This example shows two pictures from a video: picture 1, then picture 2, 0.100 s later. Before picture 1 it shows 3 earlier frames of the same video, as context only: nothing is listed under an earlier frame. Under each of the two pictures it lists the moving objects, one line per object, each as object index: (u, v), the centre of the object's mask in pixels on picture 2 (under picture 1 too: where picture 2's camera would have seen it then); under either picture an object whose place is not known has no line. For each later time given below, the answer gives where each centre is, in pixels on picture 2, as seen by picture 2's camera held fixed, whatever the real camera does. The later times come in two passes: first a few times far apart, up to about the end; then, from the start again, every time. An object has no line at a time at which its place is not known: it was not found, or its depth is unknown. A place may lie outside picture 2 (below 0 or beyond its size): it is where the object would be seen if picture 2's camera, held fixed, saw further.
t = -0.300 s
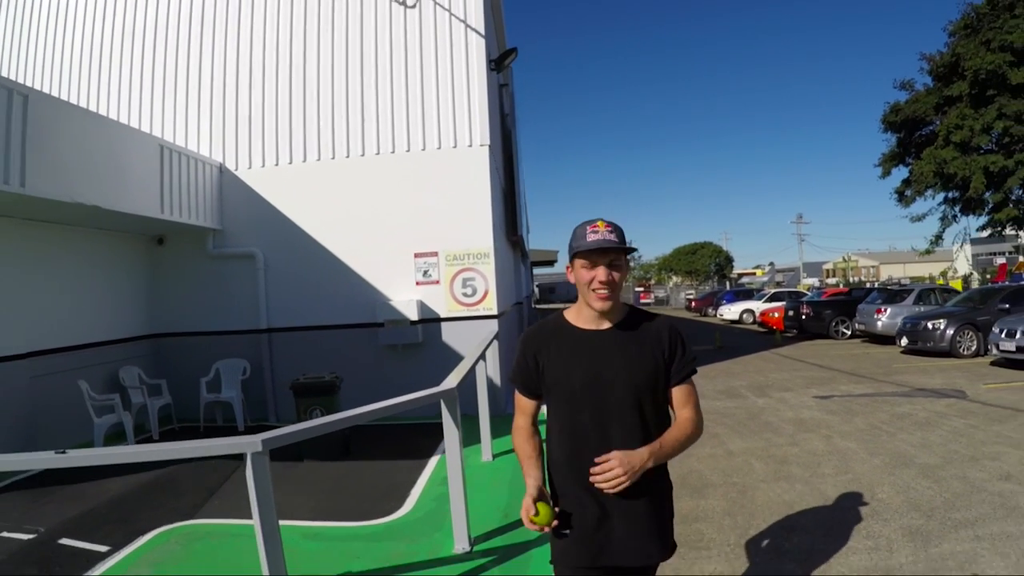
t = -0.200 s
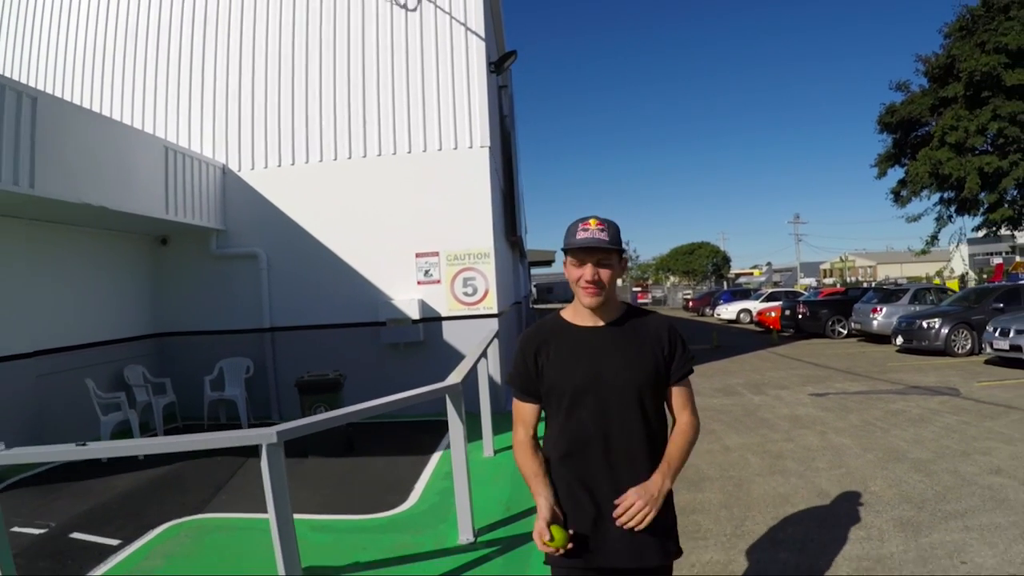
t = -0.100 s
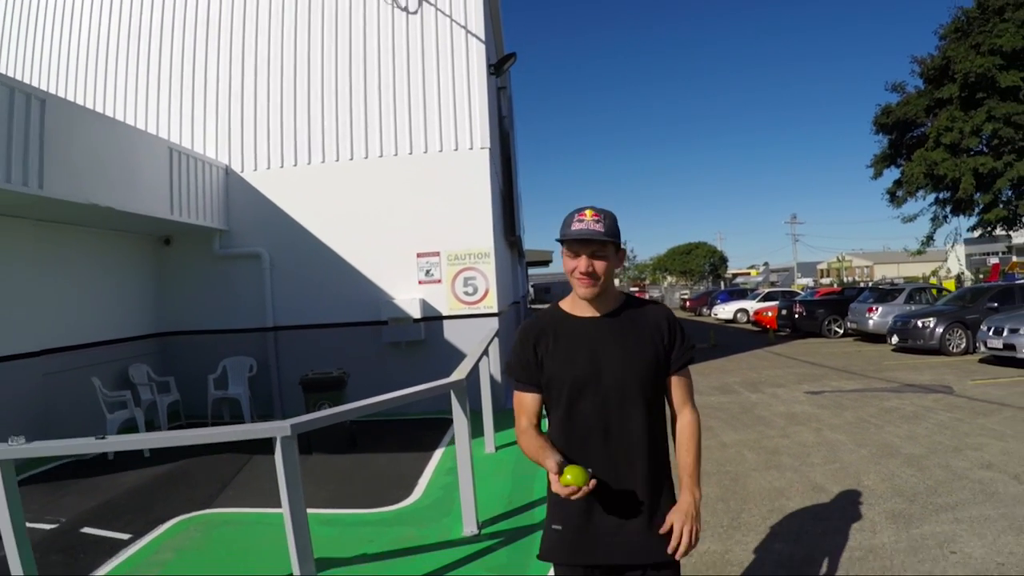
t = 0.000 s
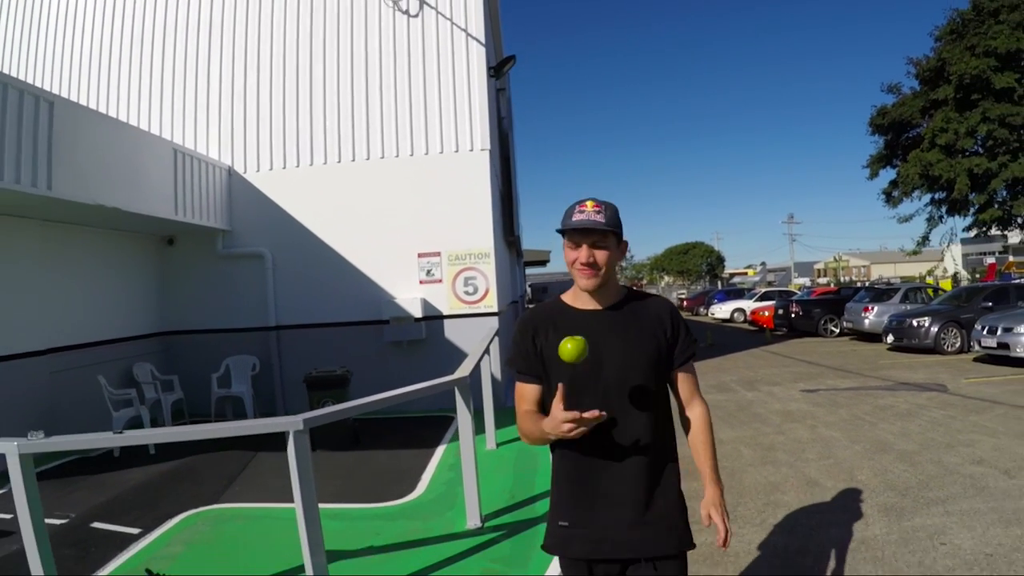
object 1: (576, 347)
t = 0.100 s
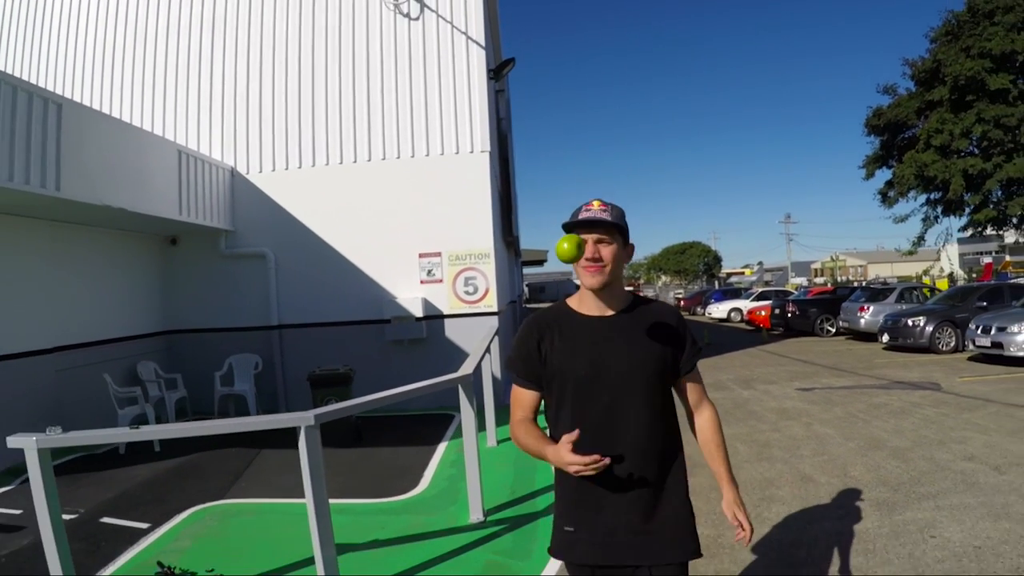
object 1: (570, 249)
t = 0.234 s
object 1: (566, 174)
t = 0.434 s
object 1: (562, 194)
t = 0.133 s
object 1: (569, 223)
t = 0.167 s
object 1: (568, 202)
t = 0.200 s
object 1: (567, 185)
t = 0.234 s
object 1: (566, 174)
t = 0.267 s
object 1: (565, 166)
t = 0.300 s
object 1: (564, 163)
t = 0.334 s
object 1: (564, 164)
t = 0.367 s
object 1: (563, 169)
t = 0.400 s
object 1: (563, 179)
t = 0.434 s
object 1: (562, 194)
